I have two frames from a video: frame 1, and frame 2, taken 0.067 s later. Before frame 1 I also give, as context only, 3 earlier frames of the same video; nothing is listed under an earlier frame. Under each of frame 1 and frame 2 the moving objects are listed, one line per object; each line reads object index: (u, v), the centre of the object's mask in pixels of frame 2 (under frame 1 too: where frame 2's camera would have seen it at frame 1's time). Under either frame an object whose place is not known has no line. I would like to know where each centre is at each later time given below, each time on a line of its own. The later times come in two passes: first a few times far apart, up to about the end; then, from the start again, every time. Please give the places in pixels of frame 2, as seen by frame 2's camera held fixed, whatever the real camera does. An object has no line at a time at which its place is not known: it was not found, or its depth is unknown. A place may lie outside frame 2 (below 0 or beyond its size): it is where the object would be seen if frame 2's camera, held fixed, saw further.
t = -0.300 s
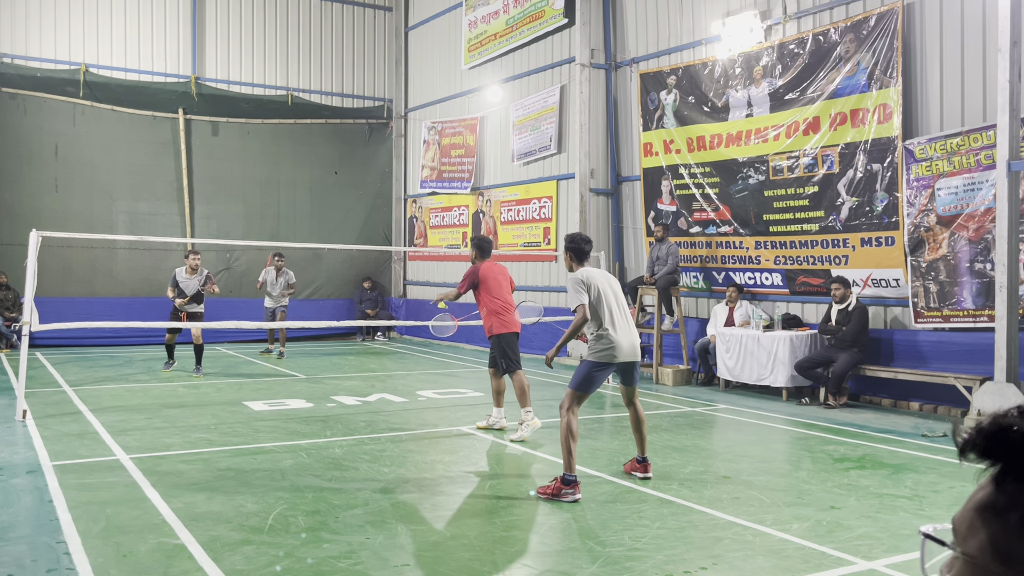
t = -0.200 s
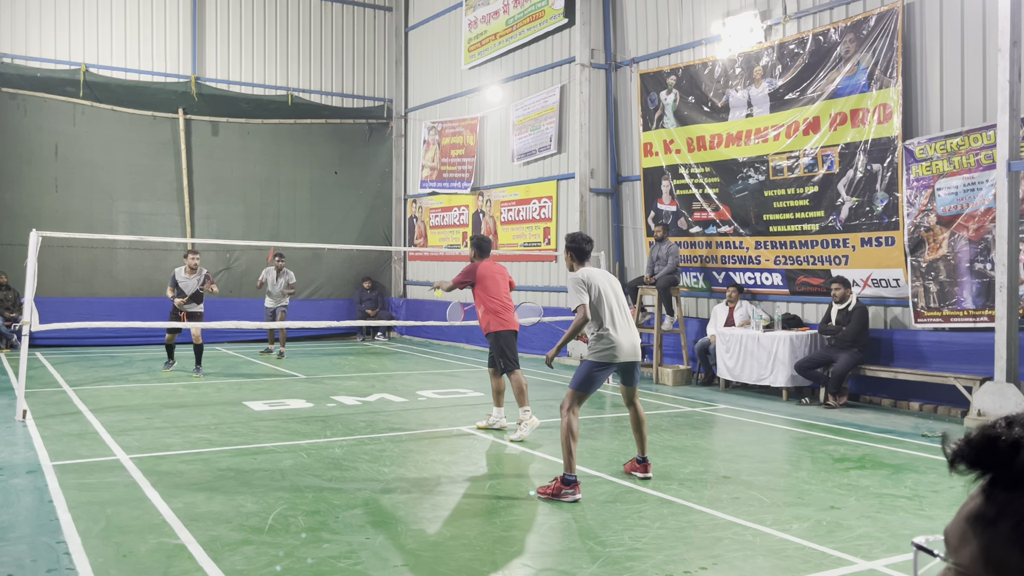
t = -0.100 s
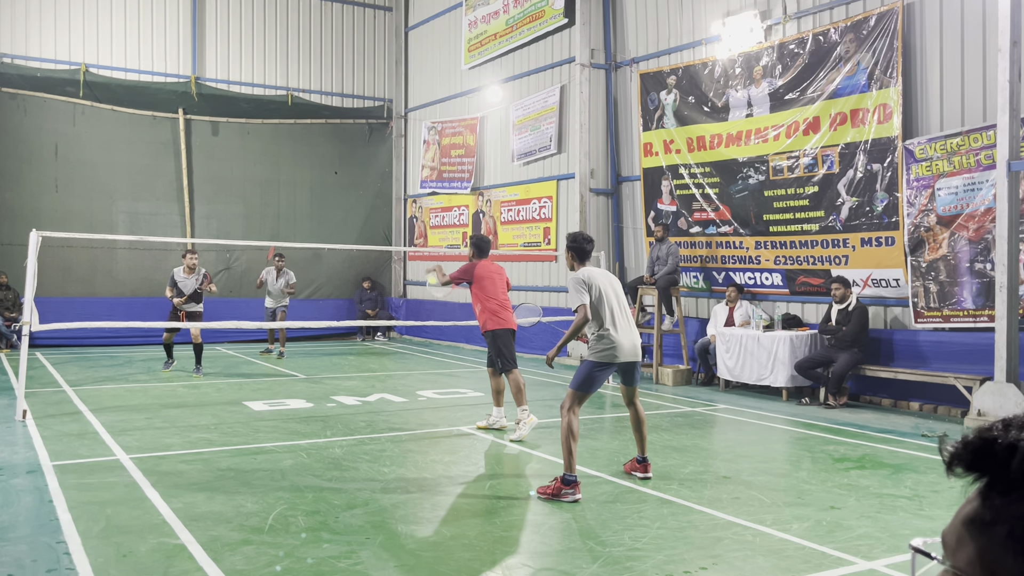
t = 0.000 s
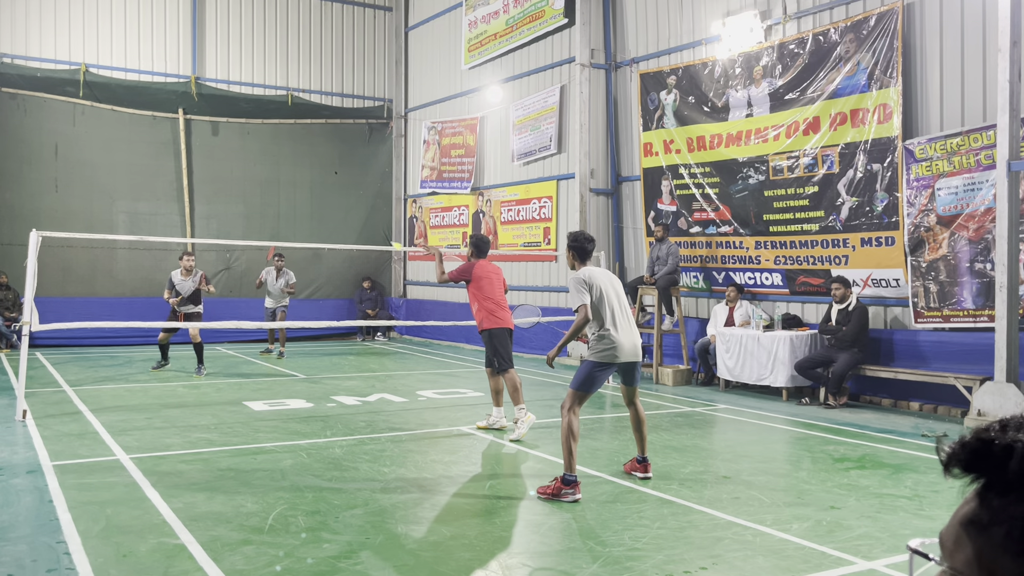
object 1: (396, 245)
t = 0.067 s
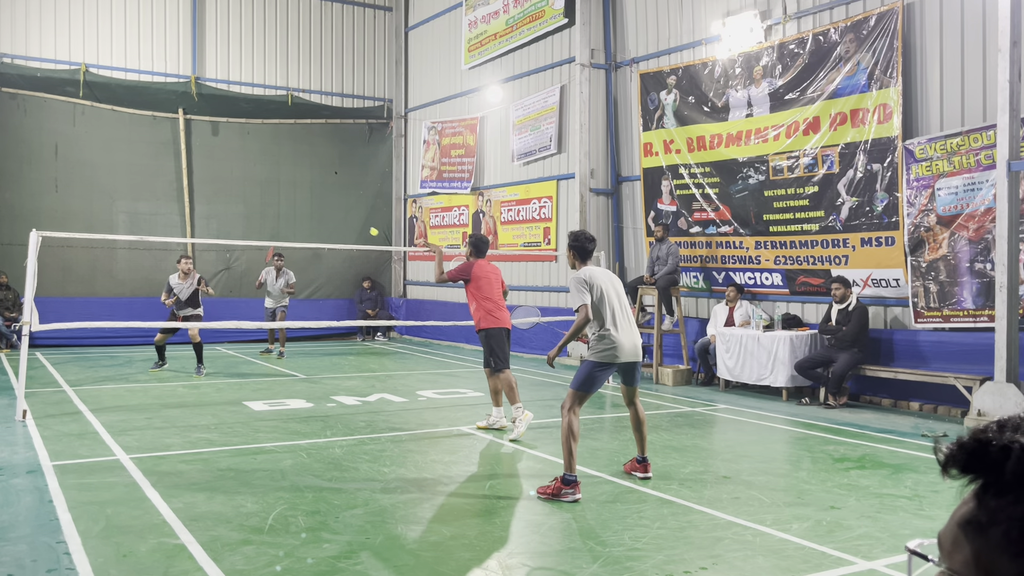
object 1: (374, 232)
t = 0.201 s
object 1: (343, 218)
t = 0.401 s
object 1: (308, 233)
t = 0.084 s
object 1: (369, 229)
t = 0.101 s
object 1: (365, 227)
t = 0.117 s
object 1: (361, 224)
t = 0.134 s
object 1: (357, 222)
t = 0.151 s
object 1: (353, 221)
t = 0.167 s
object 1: (350, 220)
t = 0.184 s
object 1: (346, 219)
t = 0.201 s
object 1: (343, 218)
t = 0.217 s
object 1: (339, 218)
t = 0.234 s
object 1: (336, 219)
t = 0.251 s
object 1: (333, 219)
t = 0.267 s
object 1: (330, 220)
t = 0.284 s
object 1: (327, 221)
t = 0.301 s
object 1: (324, 222)
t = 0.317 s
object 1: (321, 224)
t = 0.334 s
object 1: (318, 225)
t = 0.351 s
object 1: (316, 227)
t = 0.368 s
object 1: (313, 229)
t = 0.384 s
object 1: (311, 231)
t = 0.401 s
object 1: (308, 233)
